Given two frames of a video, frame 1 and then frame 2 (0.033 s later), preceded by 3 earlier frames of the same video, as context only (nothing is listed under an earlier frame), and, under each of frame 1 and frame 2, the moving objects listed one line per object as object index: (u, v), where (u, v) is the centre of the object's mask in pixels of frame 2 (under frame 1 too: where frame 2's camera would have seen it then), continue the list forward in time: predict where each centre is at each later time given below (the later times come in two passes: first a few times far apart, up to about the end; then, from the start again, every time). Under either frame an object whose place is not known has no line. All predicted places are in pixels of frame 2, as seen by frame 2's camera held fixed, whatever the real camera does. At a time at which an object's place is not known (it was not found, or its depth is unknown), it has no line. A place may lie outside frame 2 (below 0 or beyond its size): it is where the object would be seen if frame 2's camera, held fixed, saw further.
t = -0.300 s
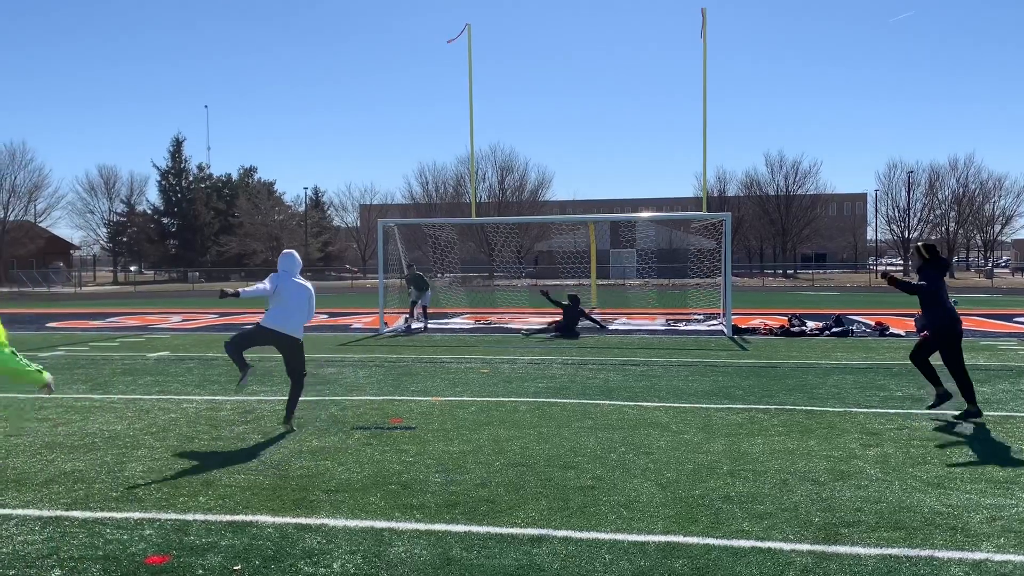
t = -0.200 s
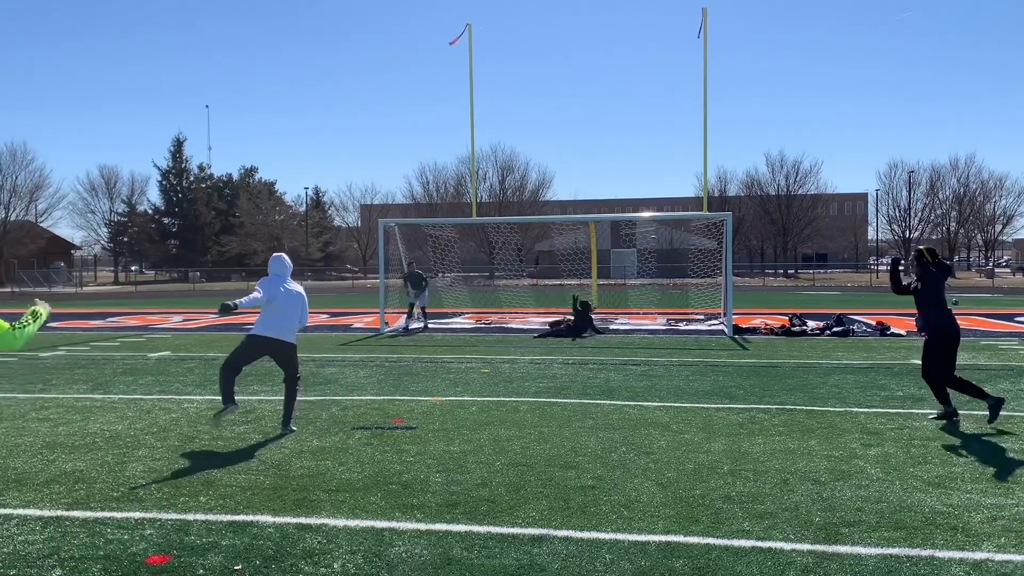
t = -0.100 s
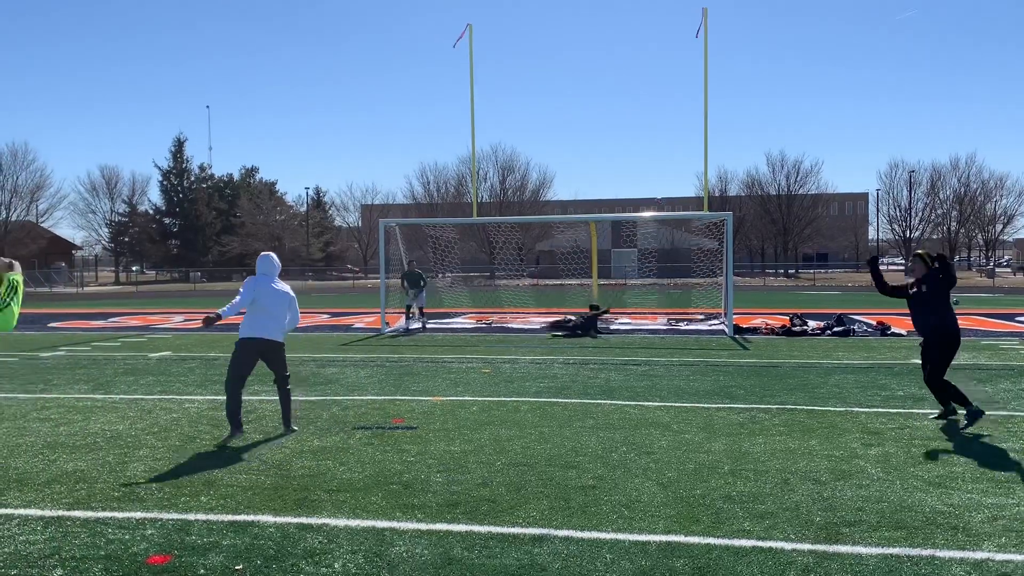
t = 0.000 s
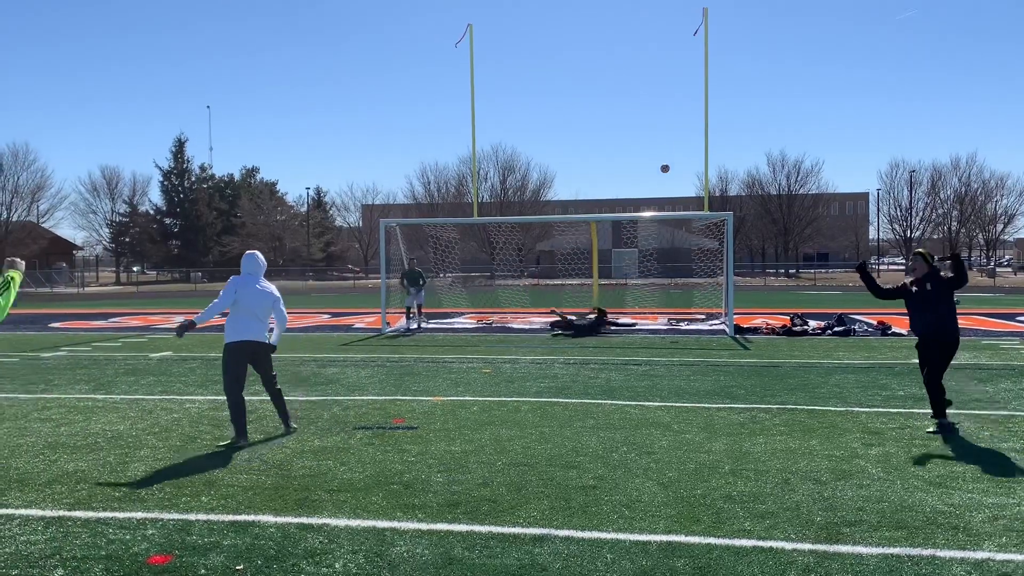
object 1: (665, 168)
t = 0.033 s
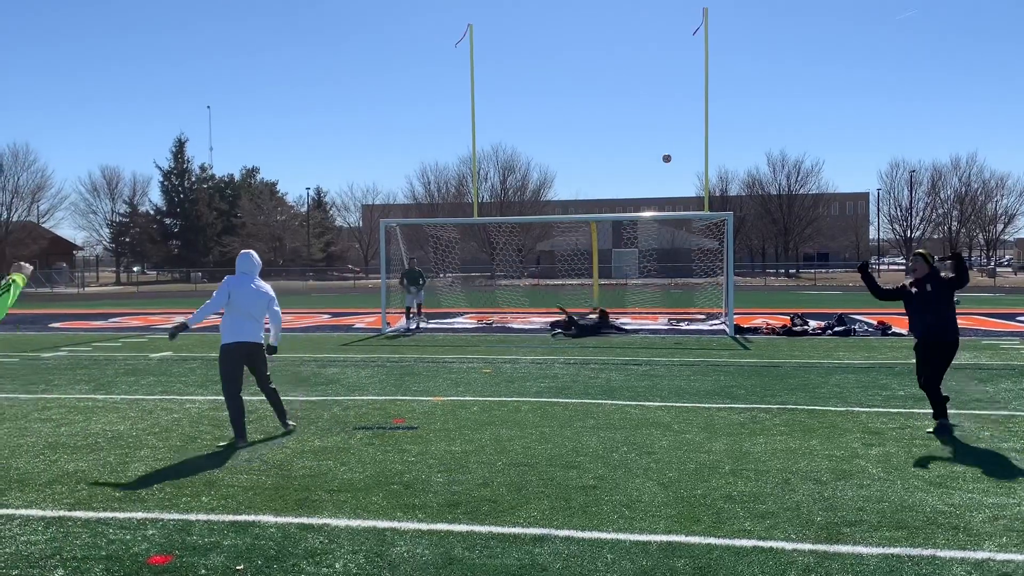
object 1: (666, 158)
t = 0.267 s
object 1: (678, 102)
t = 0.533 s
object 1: (691, 69)
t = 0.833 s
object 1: (704, 69)
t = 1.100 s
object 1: (715, 99)
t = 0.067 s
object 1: (668, 149)
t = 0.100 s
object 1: (670, 140)
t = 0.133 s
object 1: (672, 131)
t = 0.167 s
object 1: (673, 123)
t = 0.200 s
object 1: (675, 116)
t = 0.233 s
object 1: (677, 109)
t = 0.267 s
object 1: (678, 102)
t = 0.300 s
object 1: (680, 96)
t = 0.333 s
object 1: (682, 91)
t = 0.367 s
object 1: (683, 86)
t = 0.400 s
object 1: (685, 82)
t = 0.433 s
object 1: (687, 78)
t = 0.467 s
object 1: (688, 75)
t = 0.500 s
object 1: (690, 72)
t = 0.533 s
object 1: (691, 69)
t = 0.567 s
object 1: (693, 68)
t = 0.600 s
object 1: (694, 66)
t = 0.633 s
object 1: (696, 65)
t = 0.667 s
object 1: (697, 65)
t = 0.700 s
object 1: (698, 65)
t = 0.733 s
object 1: (700, 65)
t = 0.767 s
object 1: (701, 66)
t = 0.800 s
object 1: (702, 67)
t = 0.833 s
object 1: (704, 69)
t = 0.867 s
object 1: (705, 71)
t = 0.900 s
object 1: (707, 74)
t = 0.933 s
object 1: (708, 77)
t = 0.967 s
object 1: (710, 81)
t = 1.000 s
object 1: (711, 84)
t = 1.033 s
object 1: (713, 89)
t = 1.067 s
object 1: (714, 93)
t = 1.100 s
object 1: (715, 99)
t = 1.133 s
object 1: (716, 104)
